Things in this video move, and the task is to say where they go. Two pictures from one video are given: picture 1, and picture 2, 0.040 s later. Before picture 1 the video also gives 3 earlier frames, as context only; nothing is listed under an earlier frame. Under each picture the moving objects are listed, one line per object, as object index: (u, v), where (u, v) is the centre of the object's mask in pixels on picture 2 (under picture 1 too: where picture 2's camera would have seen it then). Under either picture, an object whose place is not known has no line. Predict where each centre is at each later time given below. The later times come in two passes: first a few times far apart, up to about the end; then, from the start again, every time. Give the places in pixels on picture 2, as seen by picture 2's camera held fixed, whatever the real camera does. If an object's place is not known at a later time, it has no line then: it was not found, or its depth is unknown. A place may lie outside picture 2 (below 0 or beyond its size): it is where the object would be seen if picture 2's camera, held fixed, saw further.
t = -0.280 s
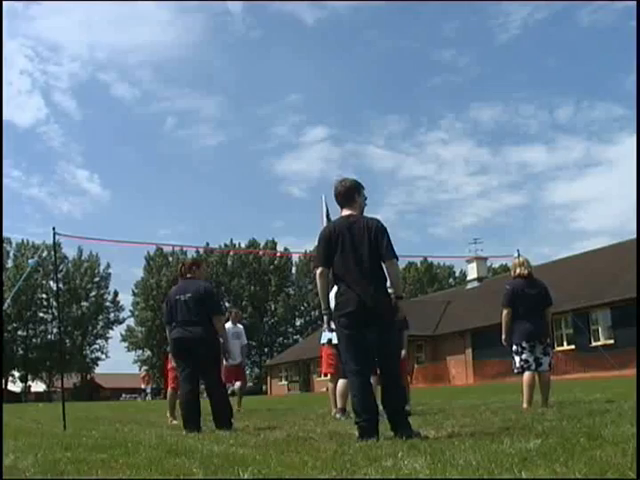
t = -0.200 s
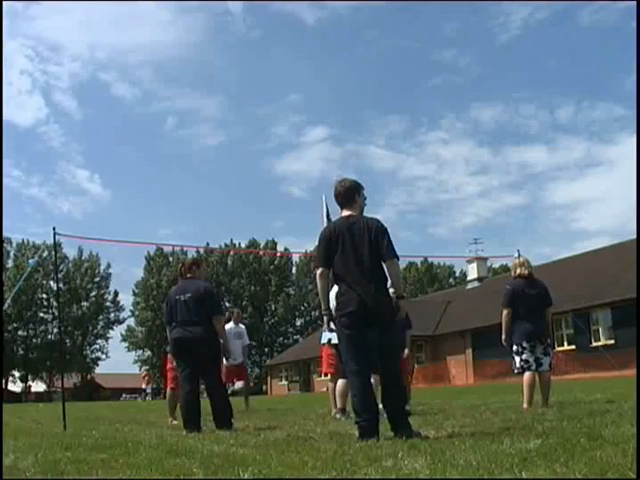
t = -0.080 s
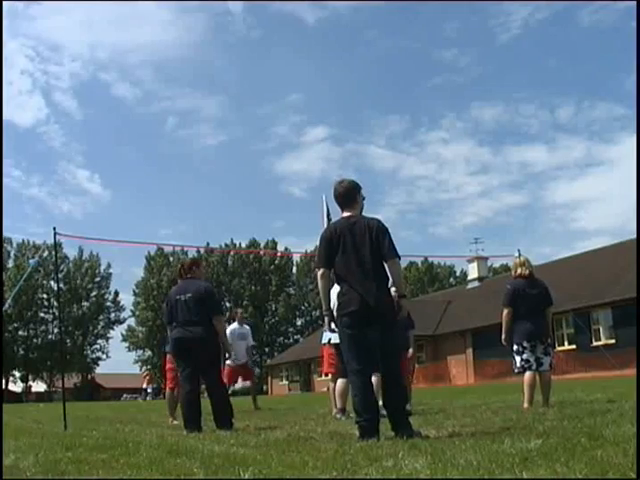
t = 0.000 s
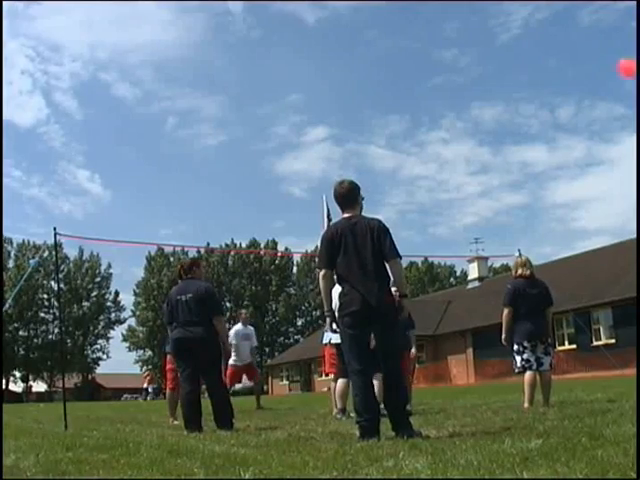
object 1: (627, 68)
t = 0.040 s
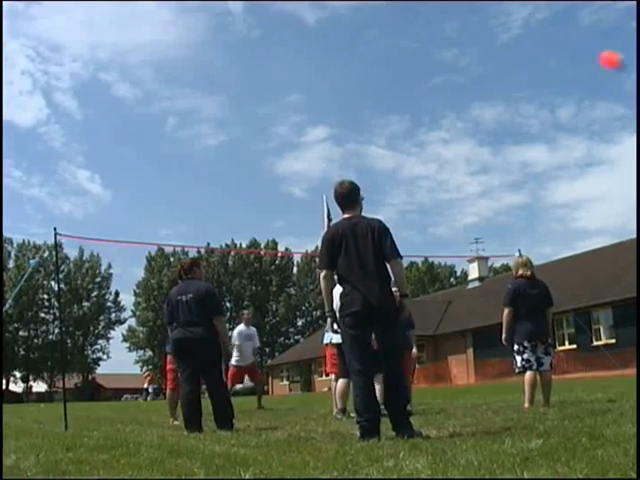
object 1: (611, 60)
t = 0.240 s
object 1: (534, 41)
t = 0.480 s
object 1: (464, 57)
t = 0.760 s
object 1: (405, 117)
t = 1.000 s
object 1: (367, 196)
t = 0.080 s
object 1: (594, 53)
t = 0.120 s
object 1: (577, 48)
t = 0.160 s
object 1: (563, 45)
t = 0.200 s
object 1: (548, 42)
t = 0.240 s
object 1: (534, 41)
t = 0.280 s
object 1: (521, 41)
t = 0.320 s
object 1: (507, 43)
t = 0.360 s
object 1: (496, 45)
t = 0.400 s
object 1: (485, 48)
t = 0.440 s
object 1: (474, 52)
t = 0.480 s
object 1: (464, 57)
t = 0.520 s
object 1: (454, 64)
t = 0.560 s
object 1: (445, 70)
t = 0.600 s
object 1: (436, 78)
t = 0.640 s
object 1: (428, 87)
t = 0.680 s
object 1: (420, 96)
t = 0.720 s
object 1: (412, 106)
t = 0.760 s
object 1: (405, 117)
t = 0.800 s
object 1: (397, 129)
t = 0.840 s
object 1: (390, 142)
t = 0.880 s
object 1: (384, 154)
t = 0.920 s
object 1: (378, 169)
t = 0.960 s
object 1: (373, 182)
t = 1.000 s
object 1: (367, 196)
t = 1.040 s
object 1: (362, 213)
